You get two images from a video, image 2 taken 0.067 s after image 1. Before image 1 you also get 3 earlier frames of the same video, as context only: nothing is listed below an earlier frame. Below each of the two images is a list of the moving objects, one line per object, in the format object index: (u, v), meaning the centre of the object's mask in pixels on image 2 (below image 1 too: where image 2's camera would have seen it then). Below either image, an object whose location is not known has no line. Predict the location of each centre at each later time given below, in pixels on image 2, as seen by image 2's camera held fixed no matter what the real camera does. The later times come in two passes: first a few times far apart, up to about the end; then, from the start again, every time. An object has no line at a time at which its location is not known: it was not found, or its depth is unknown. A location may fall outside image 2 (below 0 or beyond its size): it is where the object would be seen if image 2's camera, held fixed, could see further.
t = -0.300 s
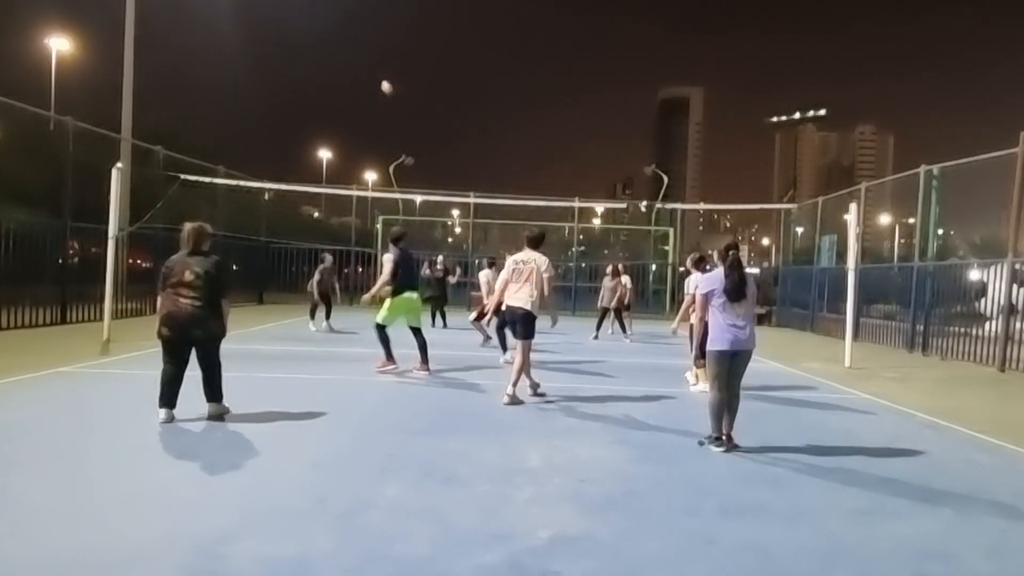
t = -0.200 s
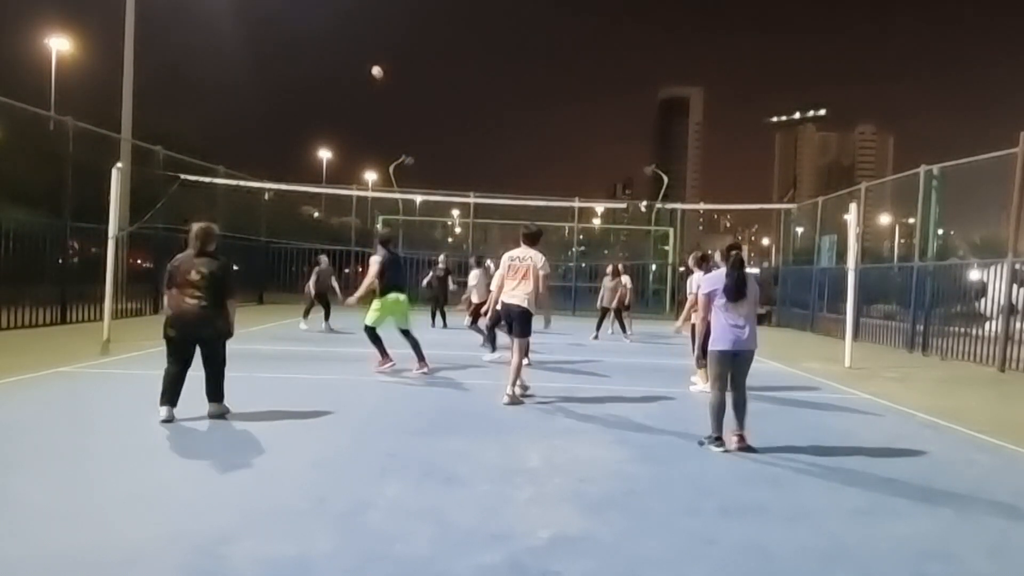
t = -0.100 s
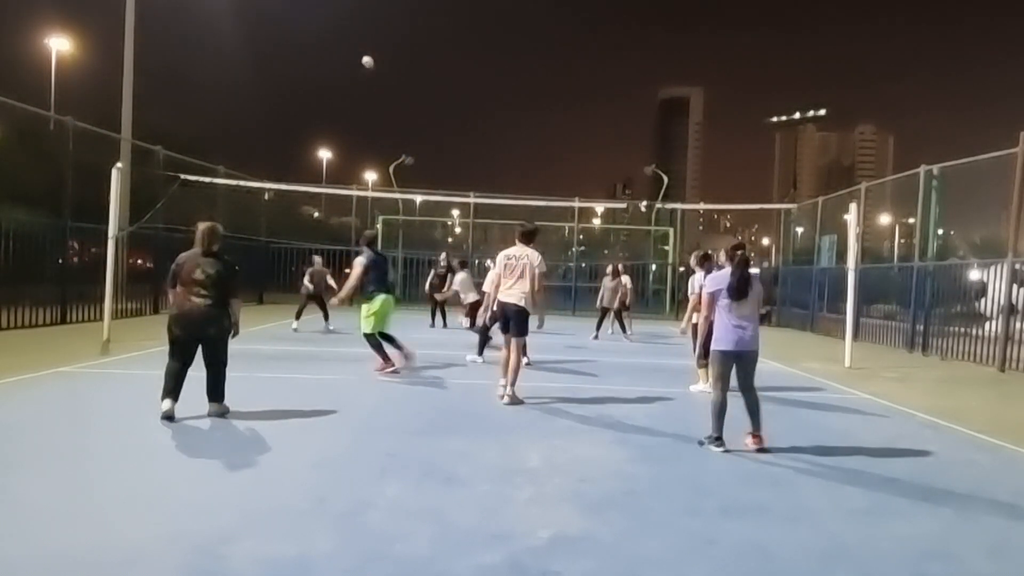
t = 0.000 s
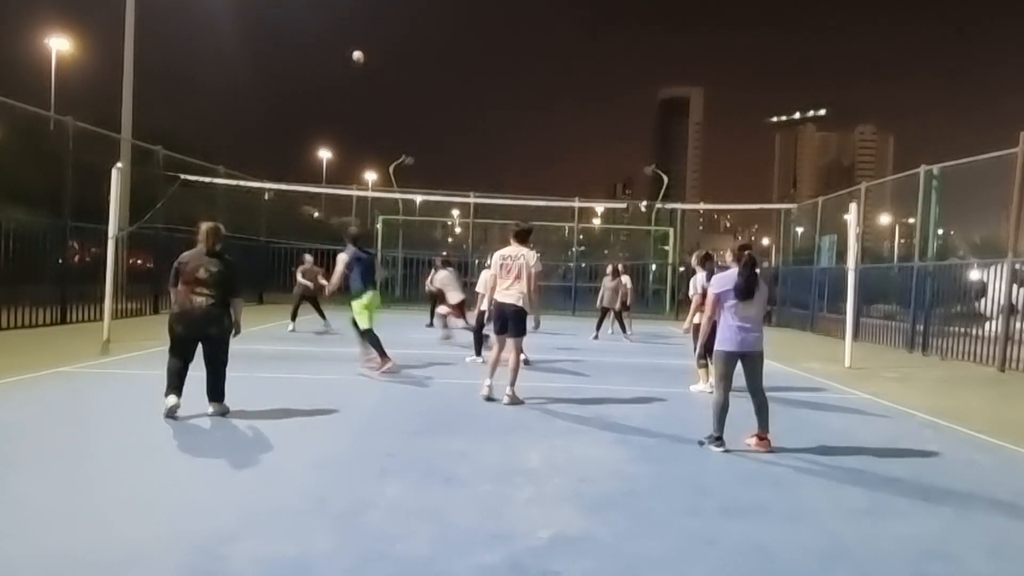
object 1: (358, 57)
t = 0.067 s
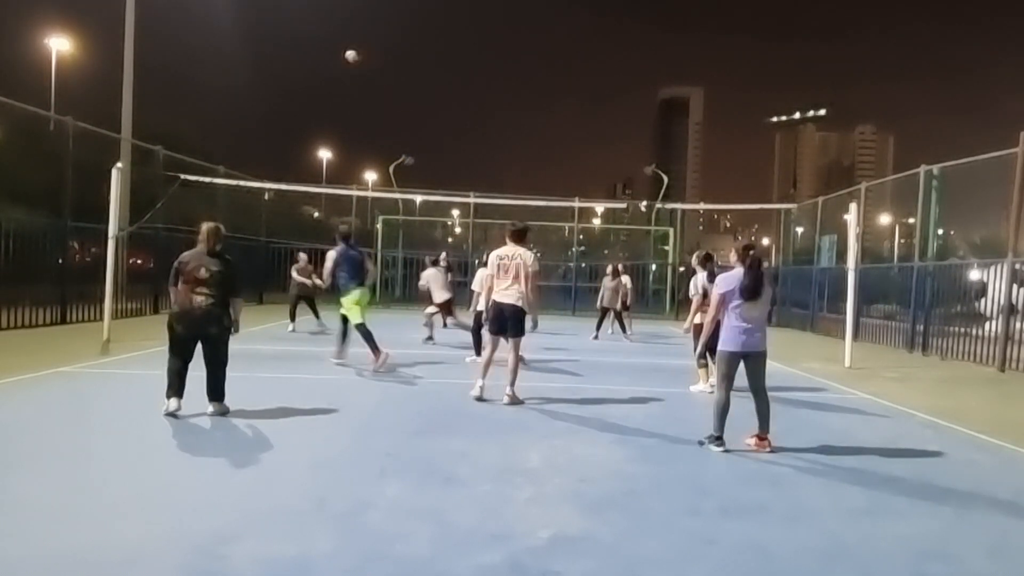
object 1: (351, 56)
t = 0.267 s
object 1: (330, 69)
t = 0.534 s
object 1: (301, 119)
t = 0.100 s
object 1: (348, 57)
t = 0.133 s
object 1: (344, 58)
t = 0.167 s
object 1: (340, 60)
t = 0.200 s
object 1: (337, 62)
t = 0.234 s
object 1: (333, 65)
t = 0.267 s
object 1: (330, 69)
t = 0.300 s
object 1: (326, 73)
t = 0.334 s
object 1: (323, 78)
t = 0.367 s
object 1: (319, 83)
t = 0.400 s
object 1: (316, 90)
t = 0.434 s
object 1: (312, 96)
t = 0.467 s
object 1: (308, 103)
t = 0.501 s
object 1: (304, 111)
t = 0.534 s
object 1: (301, 119)
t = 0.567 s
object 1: (297, 129)
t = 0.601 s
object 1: (293, 138)
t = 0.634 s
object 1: (289, 148)
